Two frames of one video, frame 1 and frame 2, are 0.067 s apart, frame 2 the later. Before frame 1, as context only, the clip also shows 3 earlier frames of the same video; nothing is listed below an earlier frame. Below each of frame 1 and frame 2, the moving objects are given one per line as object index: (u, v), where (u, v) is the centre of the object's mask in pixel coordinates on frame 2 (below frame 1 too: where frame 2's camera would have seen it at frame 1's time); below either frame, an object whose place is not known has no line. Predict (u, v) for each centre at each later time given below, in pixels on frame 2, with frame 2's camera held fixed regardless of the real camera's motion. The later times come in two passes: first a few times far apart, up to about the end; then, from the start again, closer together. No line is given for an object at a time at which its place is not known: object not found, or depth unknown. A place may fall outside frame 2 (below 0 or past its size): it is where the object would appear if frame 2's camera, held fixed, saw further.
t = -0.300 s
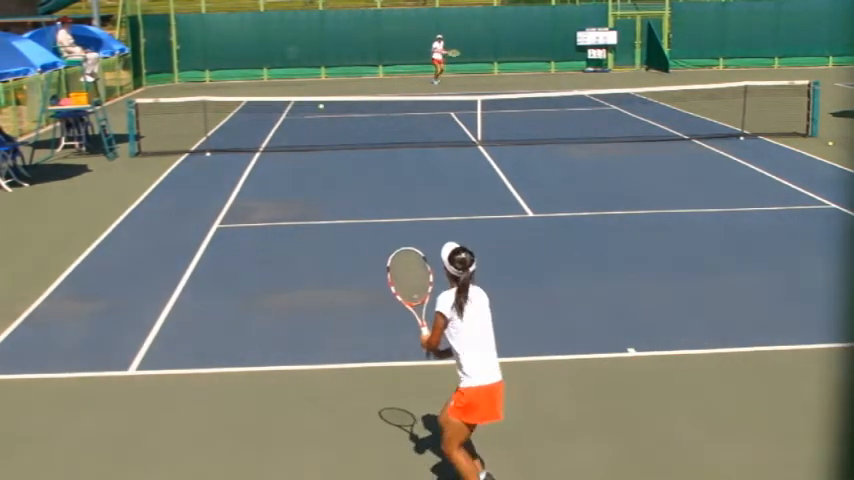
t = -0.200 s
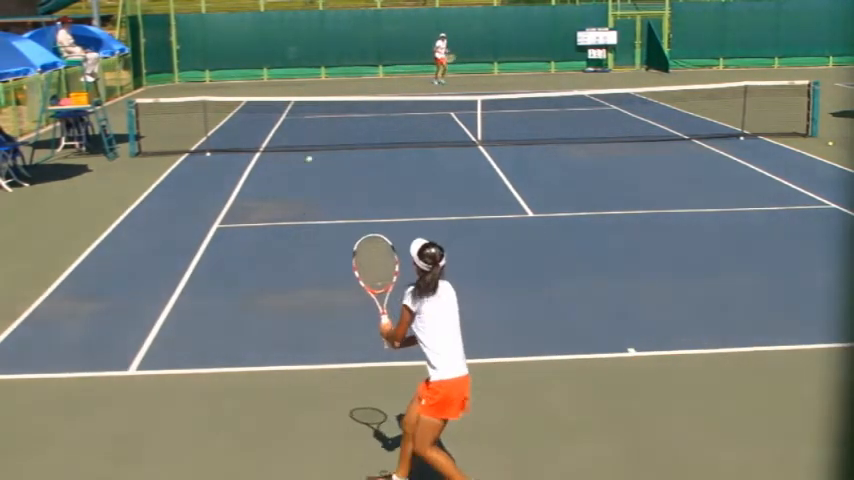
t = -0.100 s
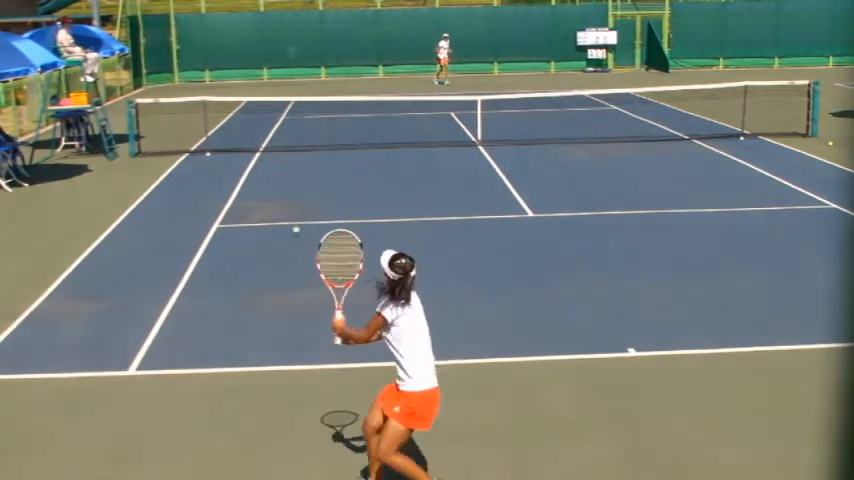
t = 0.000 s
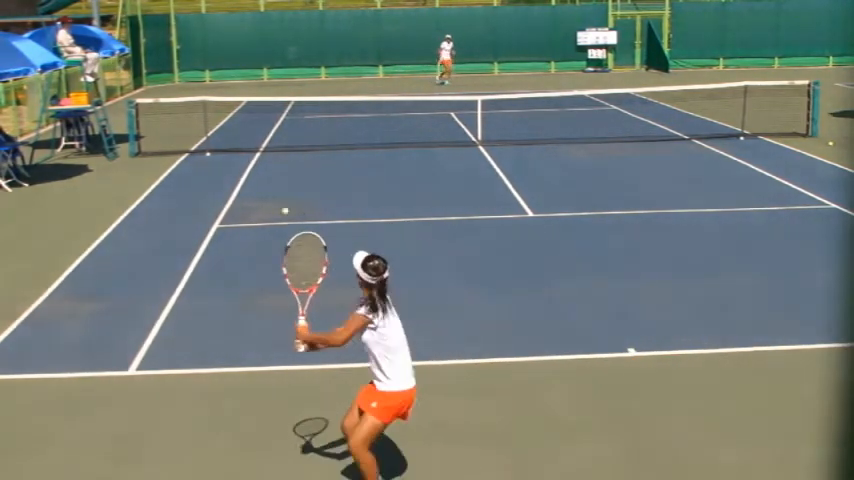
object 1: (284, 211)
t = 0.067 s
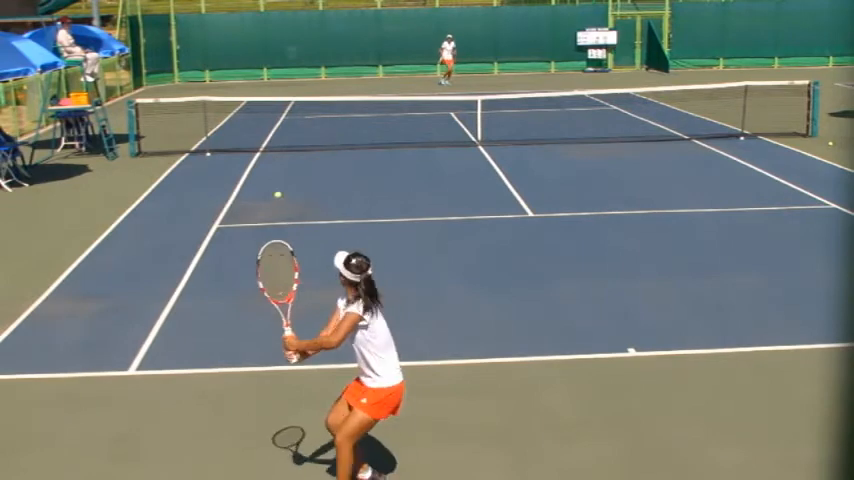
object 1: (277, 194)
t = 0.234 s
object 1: (258, 169)
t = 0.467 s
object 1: (225, 186)
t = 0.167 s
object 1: (266, 175)
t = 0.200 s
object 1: (262, 171)
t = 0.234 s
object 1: (258, 169)
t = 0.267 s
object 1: (254, 167)
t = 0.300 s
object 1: (249, 165)
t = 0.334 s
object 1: (244, 167)
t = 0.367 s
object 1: (240, 169)
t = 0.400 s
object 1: (235, 173)
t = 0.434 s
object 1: (230, 179)
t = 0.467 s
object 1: (225, 186)
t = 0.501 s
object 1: (219, 196)
